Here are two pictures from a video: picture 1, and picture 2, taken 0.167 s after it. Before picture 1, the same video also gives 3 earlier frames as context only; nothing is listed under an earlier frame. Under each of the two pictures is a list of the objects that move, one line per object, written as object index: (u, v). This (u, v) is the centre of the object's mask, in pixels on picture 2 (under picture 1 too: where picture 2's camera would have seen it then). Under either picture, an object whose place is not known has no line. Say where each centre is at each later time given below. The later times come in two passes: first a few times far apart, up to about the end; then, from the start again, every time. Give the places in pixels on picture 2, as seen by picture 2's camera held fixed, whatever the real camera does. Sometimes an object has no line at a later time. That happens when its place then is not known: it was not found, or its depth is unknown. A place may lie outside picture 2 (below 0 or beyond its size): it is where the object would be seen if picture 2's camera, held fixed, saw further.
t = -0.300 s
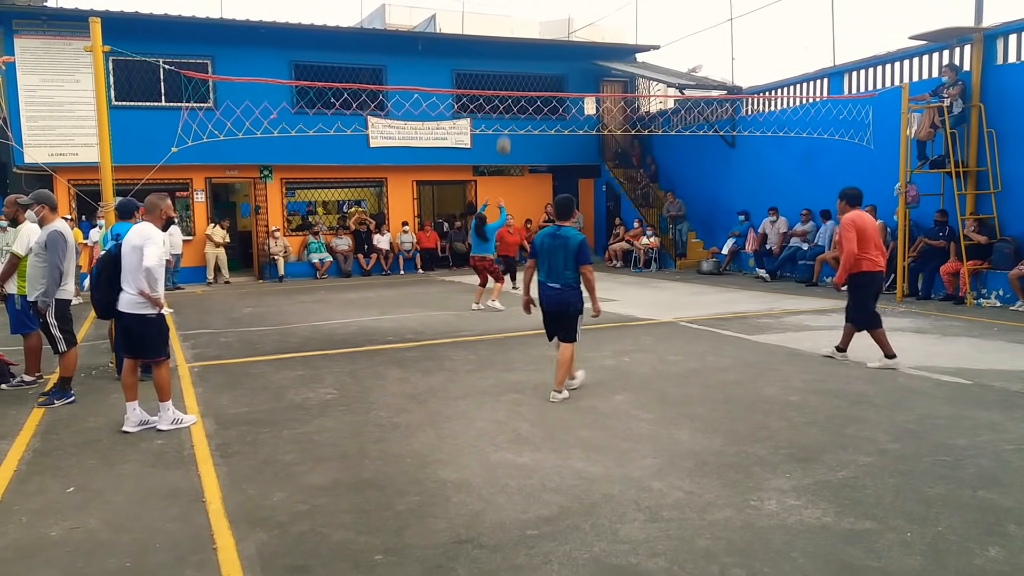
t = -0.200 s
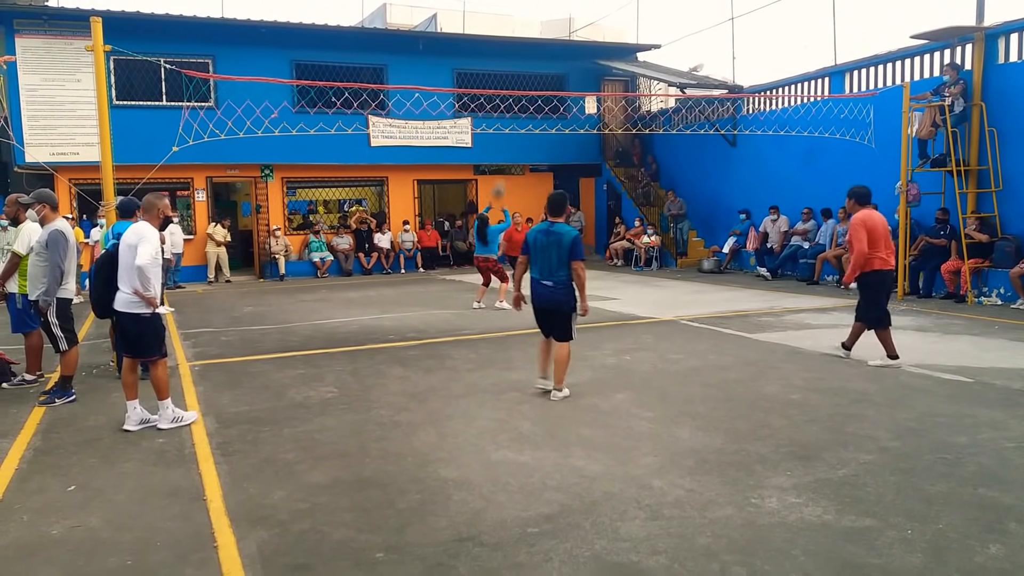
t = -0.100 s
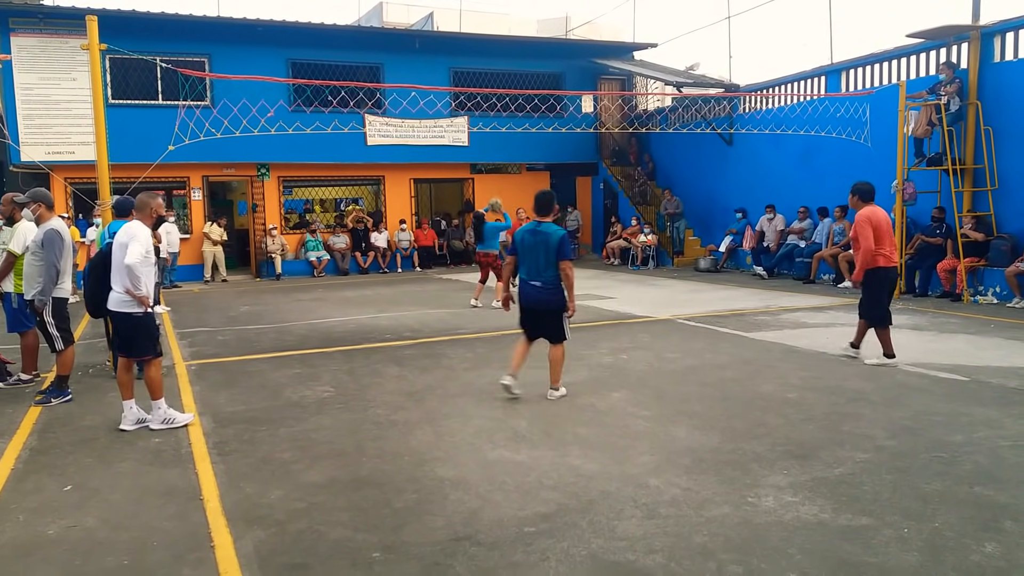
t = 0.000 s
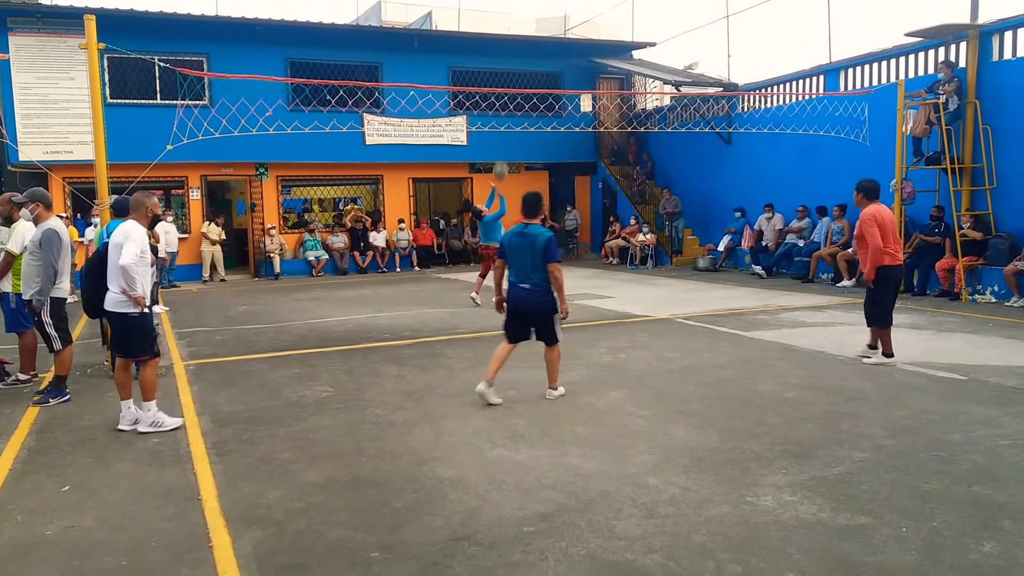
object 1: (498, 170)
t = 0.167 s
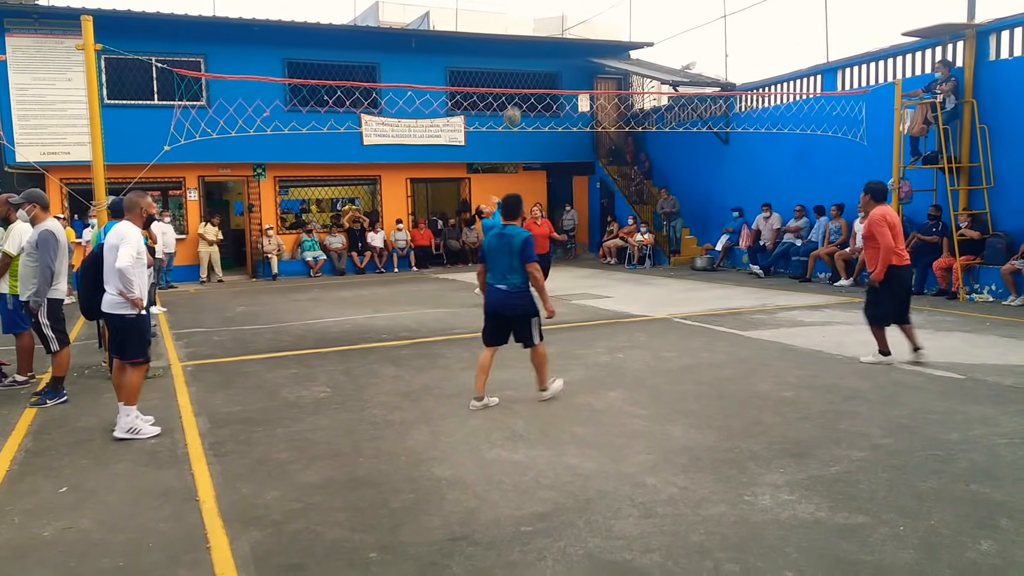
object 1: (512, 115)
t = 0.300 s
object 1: (524, 81)
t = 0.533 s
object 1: (549, 52)
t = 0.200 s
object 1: (515, 105)
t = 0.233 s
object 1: (517, 101)
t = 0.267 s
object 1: (522, 89)
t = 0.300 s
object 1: (524, 81)
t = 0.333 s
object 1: (527, 76)
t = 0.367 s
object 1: (531, 70)
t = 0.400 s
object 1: (534, 65)
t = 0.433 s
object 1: (538, 60)
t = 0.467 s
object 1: (541, 57)
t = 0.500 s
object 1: (545, 54)
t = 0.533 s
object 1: (549, 52)
